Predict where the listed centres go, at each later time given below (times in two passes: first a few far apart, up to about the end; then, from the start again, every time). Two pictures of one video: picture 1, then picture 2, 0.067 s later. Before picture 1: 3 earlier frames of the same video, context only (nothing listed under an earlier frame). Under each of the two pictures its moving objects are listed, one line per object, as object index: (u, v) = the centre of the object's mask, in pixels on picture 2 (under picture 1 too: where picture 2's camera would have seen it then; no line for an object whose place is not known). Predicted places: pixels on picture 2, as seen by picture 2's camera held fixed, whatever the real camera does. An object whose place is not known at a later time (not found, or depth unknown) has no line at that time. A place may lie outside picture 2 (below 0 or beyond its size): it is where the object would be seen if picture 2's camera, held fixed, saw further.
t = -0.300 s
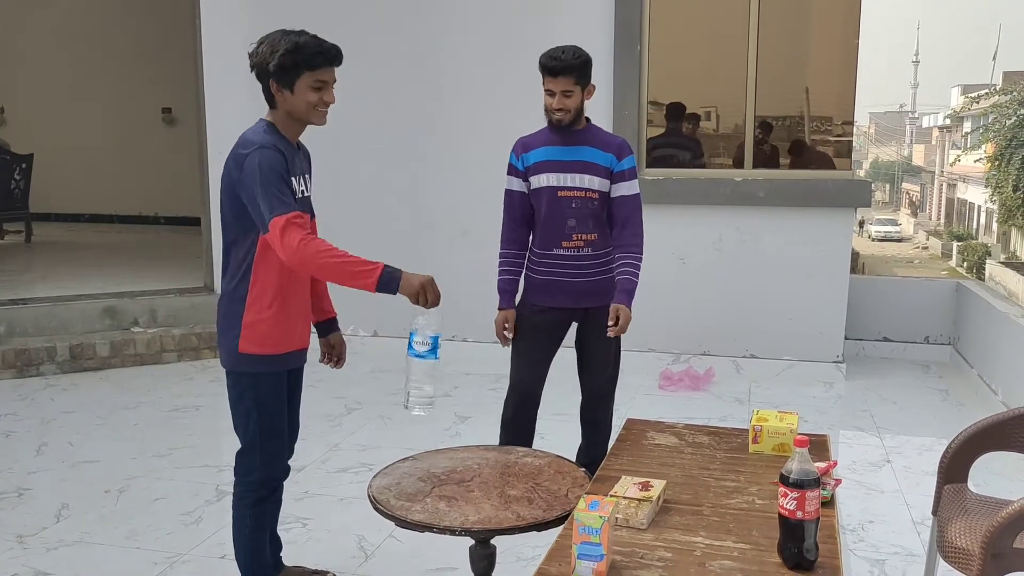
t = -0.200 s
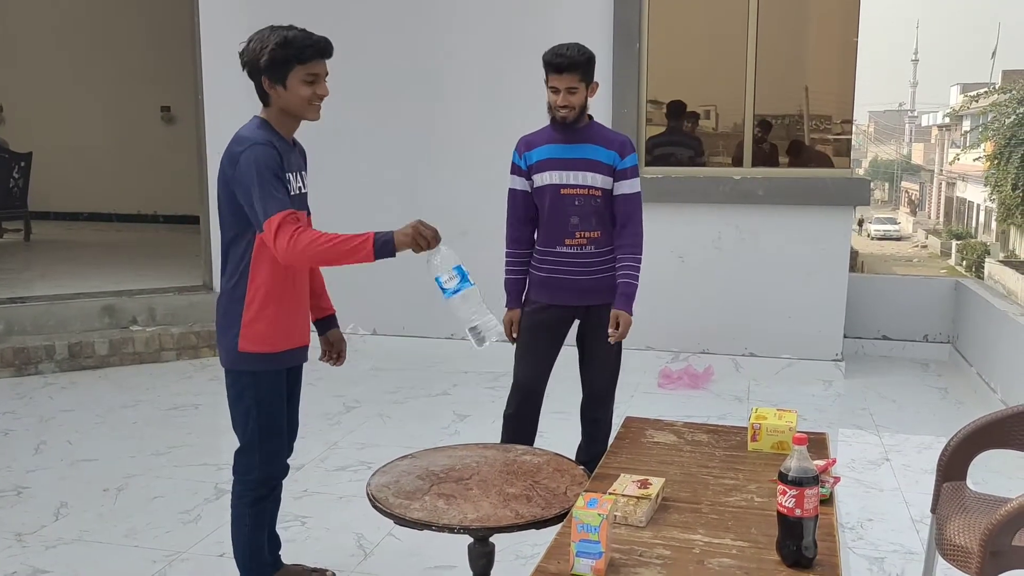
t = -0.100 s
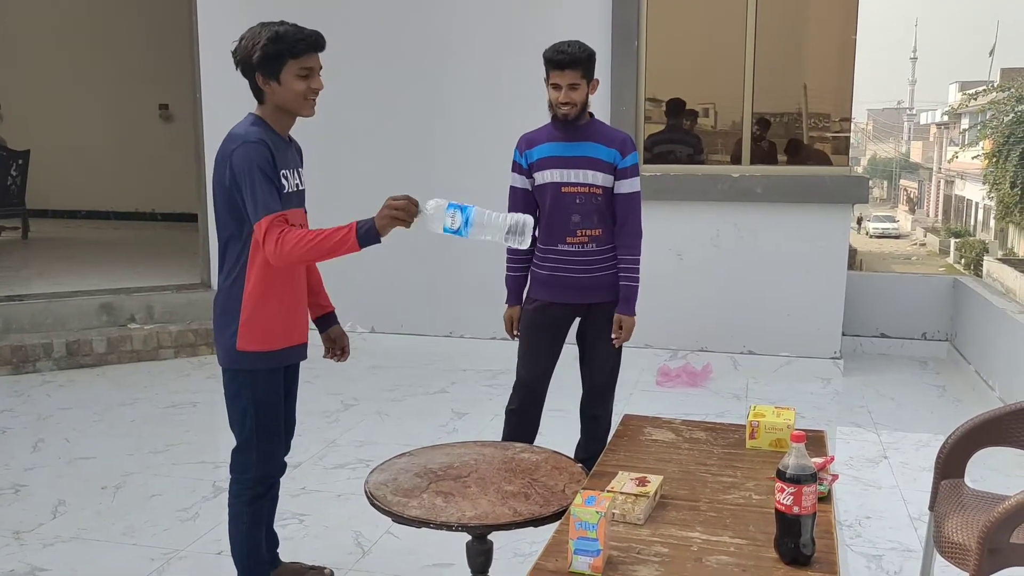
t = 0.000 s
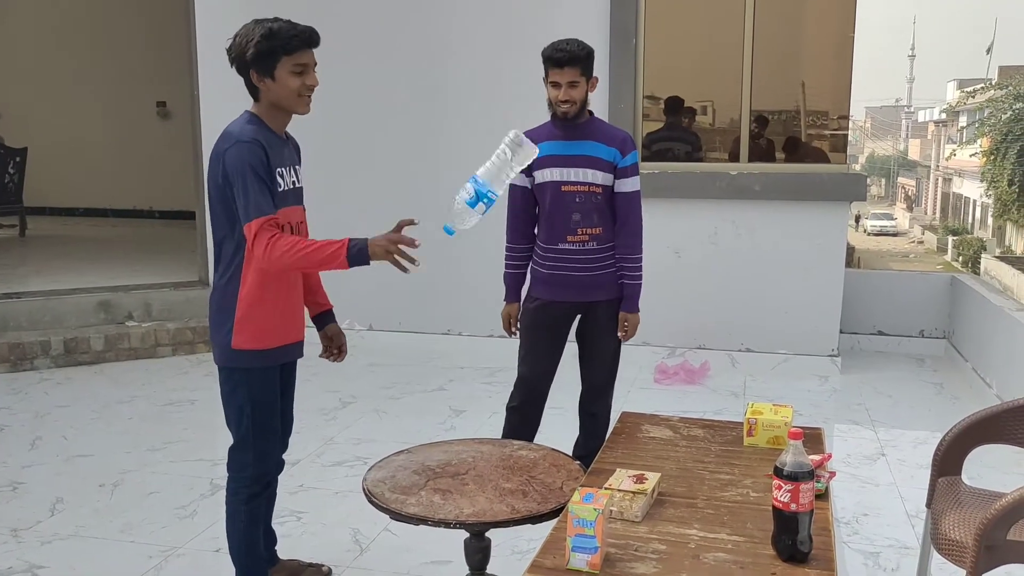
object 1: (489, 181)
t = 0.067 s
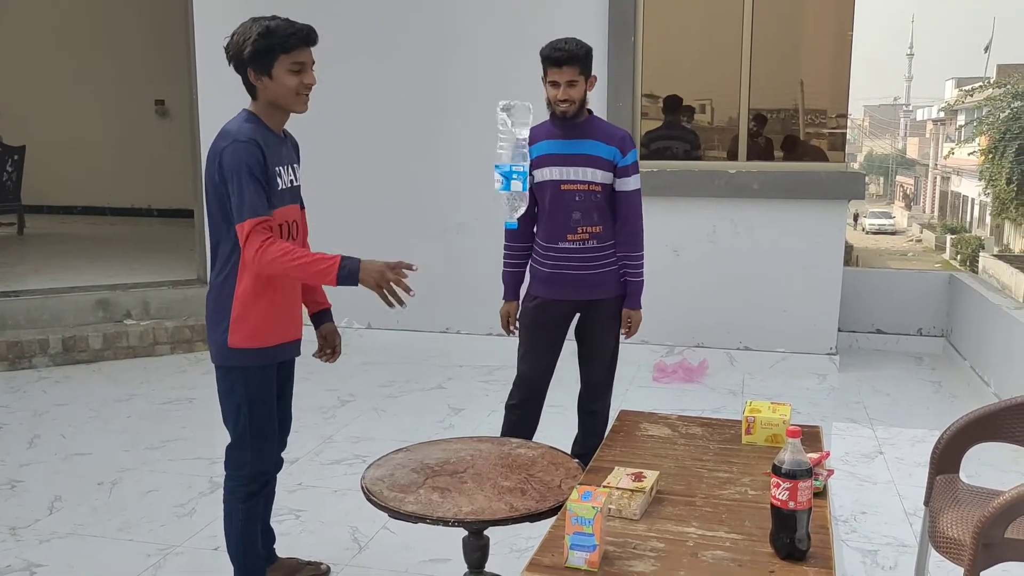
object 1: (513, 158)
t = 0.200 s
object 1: (549, 128)
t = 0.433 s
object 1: (524, 241)
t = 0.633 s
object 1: (491, 465)
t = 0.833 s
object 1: (487, 472)
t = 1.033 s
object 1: (484, 477)
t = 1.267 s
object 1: (482, 484)
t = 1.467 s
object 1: (480, 491)
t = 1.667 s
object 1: (477, 497)
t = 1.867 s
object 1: (476, 505)
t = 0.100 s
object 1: (525, 150)
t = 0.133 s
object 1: (536, 142)
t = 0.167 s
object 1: (545, 134)
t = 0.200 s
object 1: (549, 128)
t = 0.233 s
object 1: (553, 127)
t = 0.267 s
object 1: (553, 131)
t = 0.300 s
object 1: (550, 140)
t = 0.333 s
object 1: (545, 155)
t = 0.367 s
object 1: (538, 177)
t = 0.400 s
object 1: (531, 206)
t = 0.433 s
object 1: (524, 241)
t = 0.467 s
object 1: (518, 283)
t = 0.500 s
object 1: (513, 331)
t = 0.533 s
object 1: (507, 383)
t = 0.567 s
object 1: (502, 437)
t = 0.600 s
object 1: (489, 452)
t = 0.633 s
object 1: (491, 465)
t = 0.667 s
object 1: (490, 465)
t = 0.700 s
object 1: (488, 468)
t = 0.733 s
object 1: (487, 470)
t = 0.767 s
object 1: (487, 471)
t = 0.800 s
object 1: (487, 472)
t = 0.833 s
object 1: (487, 472)
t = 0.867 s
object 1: (487, 473)
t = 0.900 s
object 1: (487, 474)
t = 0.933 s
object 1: (487, 474)
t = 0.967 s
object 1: (486, 475)
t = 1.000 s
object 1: (485, 476)
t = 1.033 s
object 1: (484, 477)
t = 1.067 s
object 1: (484, 478)
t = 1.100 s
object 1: (484, 479)
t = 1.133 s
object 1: (484, 480)
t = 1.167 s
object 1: (483, 481)
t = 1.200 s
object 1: (483, 482)
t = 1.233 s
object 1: (483, 483)
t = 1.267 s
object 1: (482, 484)
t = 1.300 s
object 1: (482, 485)
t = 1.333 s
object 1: (481, 486)
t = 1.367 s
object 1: (481, 487)
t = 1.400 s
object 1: (481, 489)
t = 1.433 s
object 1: (480, 490)
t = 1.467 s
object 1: (480, 491)
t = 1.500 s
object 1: (479, 492)
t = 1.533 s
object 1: (479, 493)
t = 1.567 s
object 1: (479, 493)
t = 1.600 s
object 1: (478, 494)
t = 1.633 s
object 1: (478, 495)
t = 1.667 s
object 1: (477, 497)
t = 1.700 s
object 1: (476, 498)
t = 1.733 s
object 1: (476, 500)
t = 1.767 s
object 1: (476, 500)
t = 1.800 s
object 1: (476, 501)
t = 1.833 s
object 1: (476, 503)
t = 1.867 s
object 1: (476, 505)
